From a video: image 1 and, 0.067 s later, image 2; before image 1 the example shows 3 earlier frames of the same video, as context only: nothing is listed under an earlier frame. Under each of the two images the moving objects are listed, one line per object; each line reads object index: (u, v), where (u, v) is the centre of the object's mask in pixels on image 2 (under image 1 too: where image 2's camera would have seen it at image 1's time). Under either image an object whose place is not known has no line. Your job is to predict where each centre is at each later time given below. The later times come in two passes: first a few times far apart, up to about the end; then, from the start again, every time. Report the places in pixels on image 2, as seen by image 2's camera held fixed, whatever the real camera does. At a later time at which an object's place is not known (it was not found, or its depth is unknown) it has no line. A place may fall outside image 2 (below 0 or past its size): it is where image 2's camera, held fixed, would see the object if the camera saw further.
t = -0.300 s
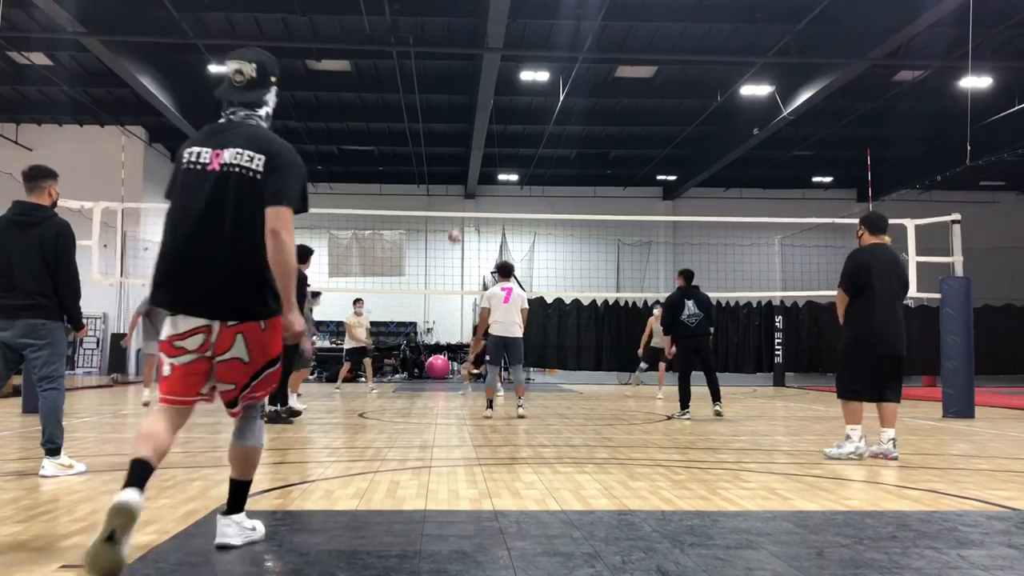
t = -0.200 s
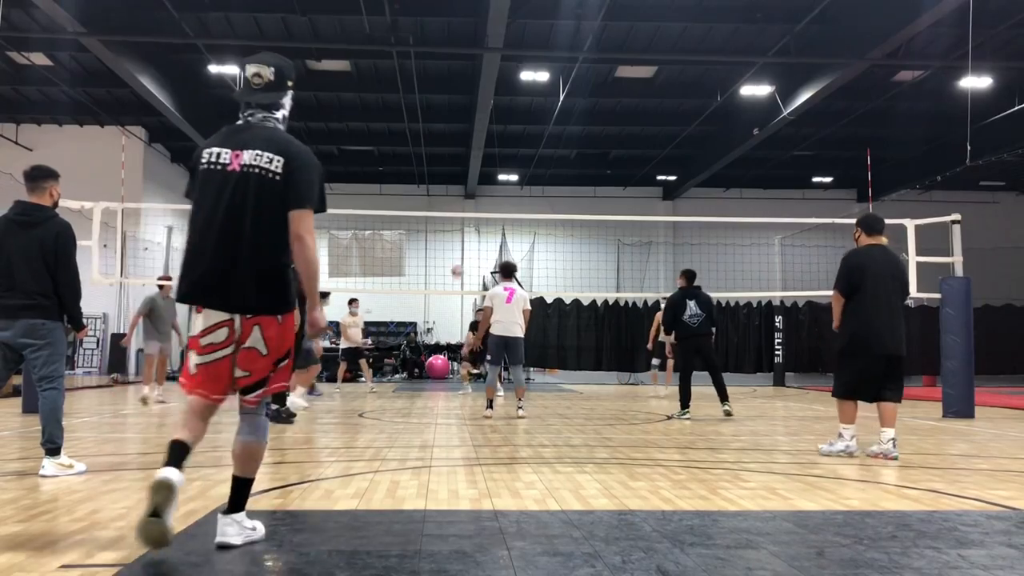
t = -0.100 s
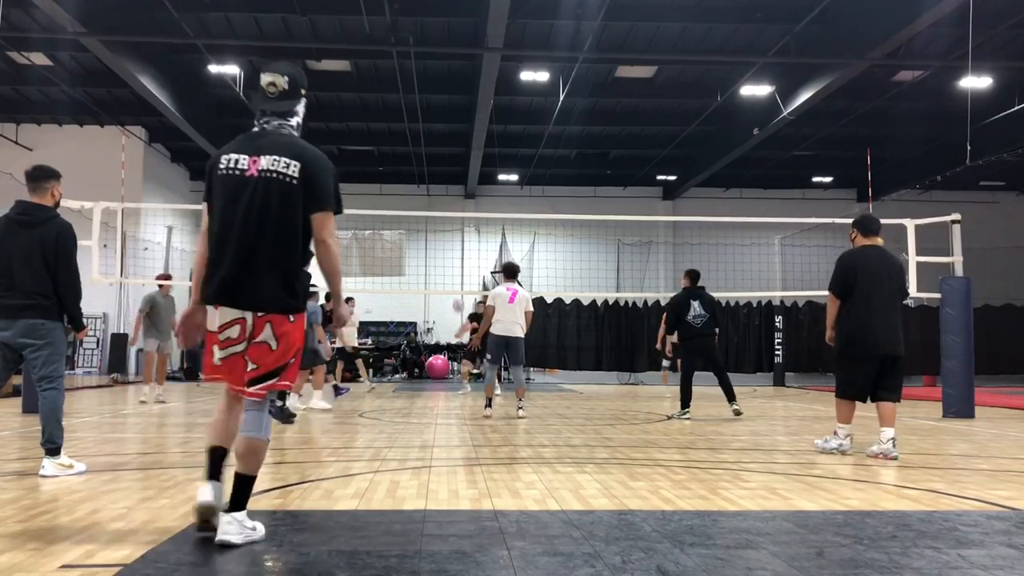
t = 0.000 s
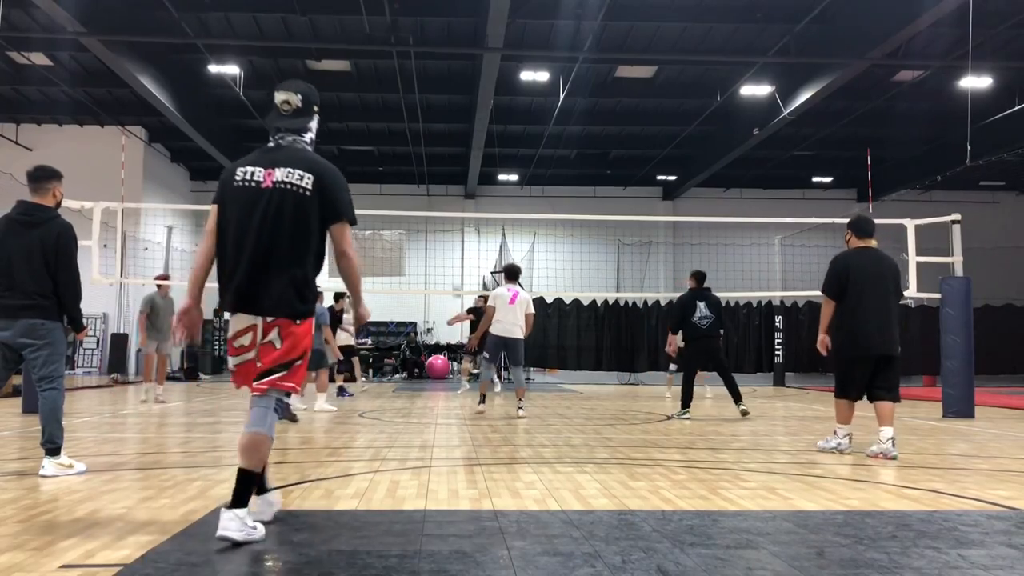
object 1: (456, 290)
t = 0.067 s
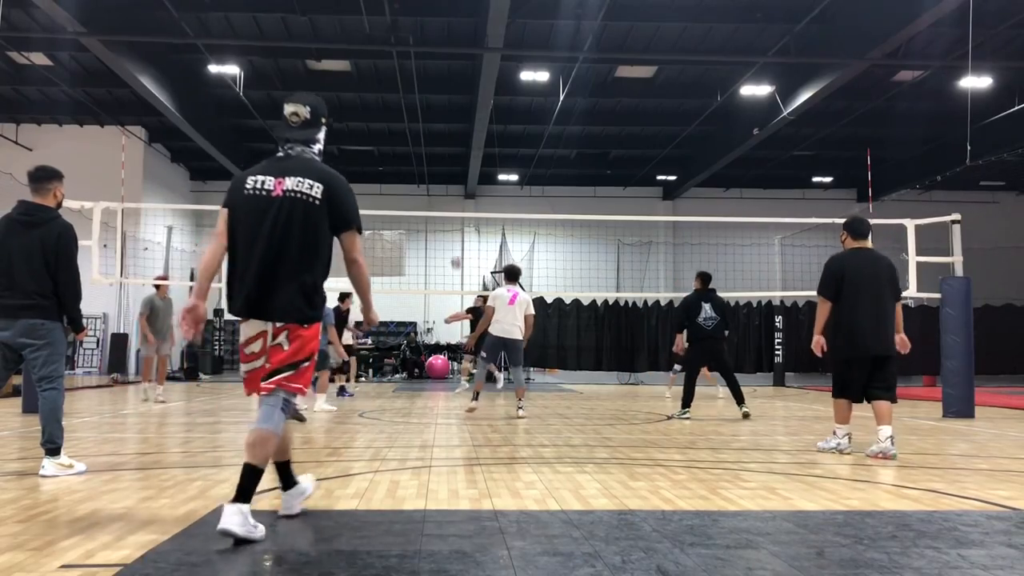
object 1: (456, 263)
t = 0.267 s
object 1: (452, 188)
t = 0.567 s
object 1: (443, 115)
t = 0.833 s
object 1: (434, 90)
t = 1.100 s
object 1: (424, 108)
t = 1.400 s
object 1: (410, 186)
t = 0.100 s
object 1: (455, 249)
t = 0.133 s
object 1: (456, 236)
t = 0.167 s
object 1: (454, 223)
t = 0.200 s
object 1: (454, 208)
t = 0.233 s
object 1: (453, 198)
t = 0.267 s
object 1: (452, 188)
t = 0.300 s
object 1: (451, 177)
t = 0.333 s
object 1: (450, 168)
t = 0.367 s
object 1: (449, 158)
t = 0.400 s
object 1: (448, 150)
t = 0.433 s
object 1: (447, 141)
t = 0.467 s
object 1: (446, 134)
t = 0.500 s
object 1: (445, 127)
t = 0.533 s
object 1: (444, 121)
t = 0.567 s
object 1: (443, 115)
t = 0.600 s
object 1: (442, 109)
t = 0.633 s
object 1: (441, 105)
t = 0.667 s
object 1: (440, 101)
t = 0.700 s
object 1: (439, 97)
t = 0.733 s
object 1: (438, 95)
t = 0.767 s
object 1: (437, 92)
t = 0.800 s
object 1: (436, 91)
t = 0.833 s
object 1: (434, 90)
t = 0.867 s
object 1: (433, 90)
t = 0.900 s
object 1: (432, 91)
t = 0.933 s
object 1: (431, 91)
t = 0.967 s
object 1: (429, 94)
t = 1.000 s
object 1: (428, 96)
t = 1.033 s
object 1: (427, 99)
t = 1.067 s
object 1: (426, 104)
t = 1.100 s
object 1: (424, 108)
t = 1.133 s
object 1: (423, 114)
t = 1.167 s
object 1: (422, 120)
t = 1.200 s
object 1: (420, 127)
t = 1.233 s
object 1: (418, 135)
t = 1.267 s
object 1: (417, 144)
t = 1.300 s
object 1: (416, 153)
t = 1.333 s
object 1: (414, 164)
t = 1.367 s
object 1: (412, 175)
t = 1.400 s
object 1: (410, 186)
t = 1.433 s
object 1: (408, 198)
